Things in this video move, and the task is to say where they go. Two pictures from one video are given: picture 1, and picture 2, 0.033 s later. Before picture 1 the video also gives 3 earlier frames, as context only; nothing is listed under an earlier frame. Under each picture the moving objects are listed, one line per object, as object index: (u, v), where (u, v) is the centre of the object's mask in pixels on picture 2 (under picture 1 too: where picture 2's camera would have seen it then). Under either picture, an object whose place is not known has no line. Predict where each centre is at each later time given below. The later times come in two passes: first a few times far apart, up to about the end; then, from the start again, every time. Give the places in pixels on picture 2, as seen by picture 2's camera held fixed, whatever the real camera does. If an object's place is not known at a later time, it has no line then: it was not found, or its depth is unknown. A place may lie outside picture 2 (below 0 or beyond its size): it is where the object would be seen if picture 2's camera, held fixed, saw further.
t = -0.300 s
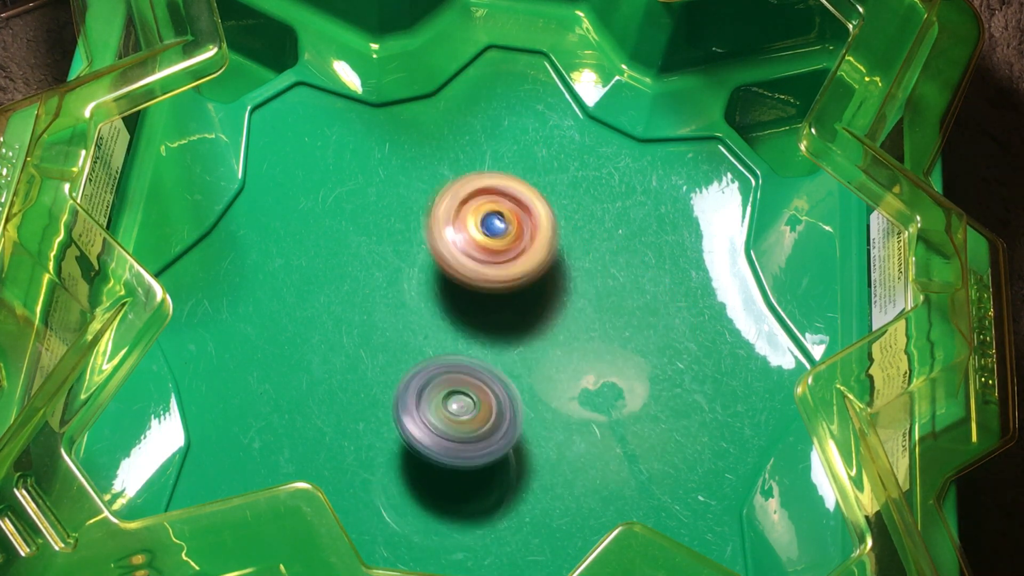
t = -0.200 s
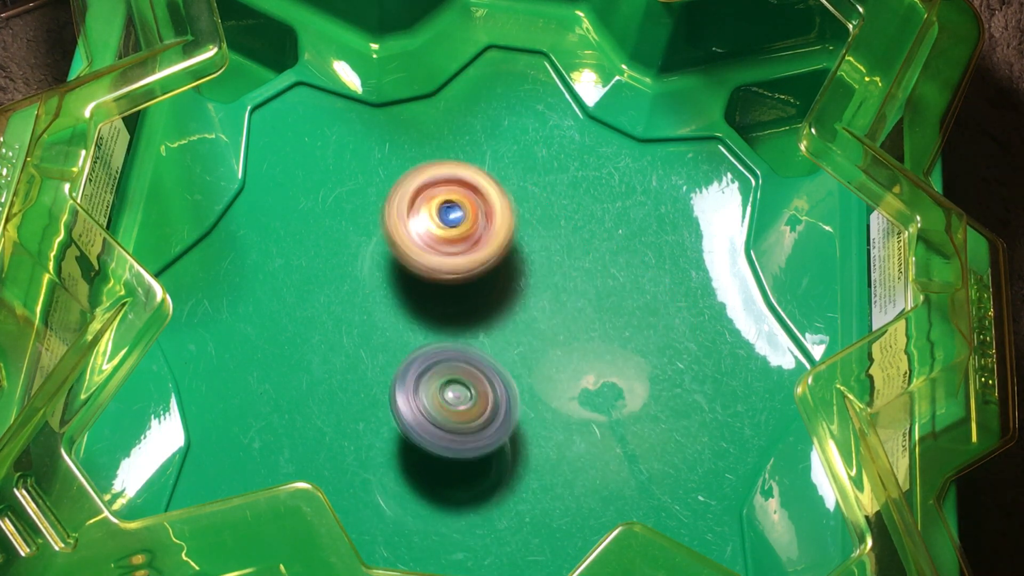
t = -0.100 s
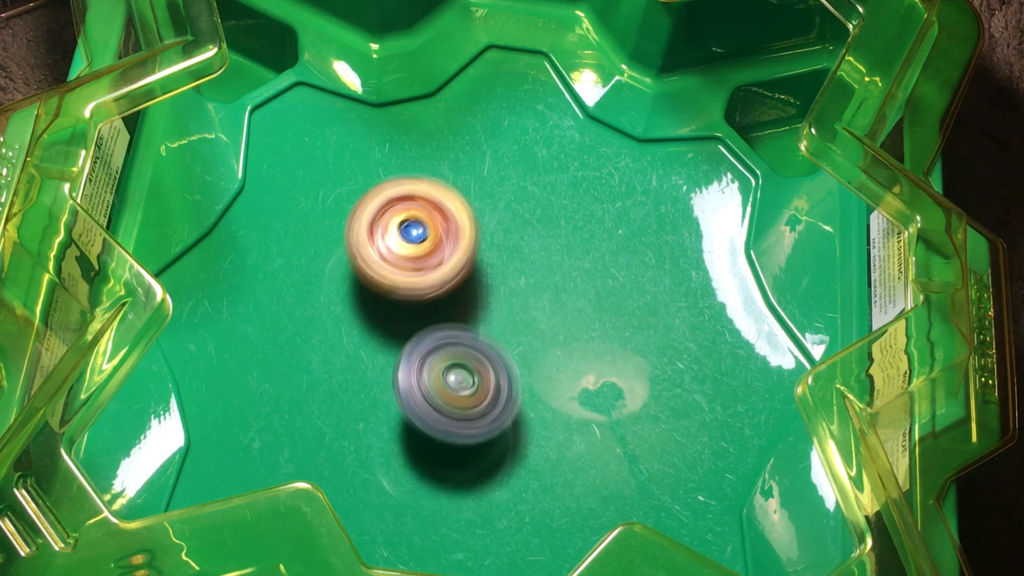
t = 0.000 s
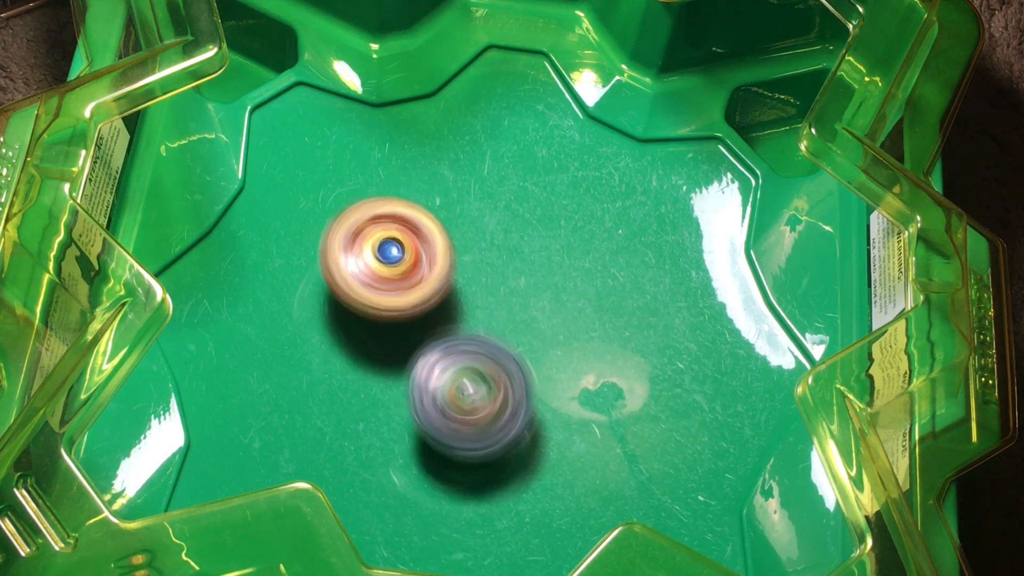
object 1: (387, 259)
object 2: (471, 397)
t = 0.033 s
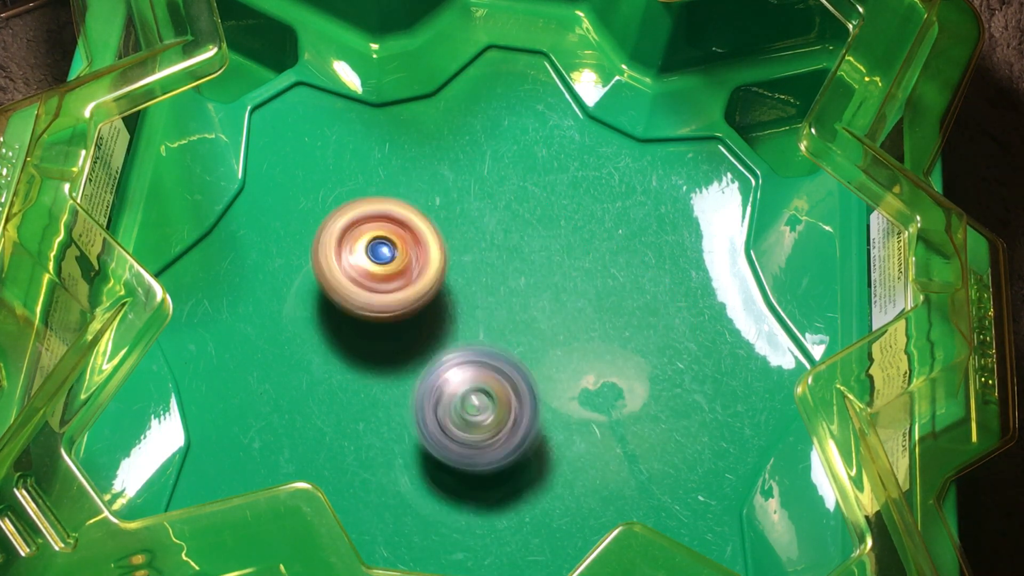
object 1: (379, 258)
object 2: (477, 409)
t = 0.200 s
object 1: (380, 284)
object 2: (501, 428)
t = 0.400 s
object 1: (433, 331)
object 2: (515, 439)
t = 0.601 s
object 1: (484, 320)
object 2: (521, 451)
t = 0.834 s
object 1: (521, 272)
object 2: (505, 443)
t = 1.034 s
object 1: (509, 237)
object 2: (509, 415)
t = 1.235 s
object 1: (467, 270)
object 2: (532, 382)
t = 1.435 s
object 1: (429, 319)
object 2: (561, 388)
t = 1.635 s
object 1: (430, 381)
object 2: (567, 393)
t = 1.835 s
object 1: (387, 394)
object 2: (575, 392)
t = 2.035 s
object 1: (402, 371)
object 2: (563, 365)
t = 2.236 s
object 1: (417, 304)
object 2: (597, 357)
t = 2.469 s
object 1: (412, 237)
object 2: (630, 384)
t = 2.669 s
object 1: (453, 237)
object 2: (550, 390)
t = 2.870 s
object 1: (517, 237)
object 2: (457, 423)
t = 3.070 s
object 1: (552, 266)
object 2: (459, 391)
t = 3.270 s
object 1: (608, 309)
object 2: (376, 403)
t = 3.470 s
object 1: (579, 339)
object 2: (360, 377)
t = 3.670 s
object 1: (535, 342)
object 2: (409, 336)
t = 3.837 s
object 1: (538, 357)
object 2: (407, 310)
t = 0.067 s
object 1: (374, 260)
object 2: (481, 419)
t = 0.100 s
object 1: (372, 265)
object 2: (485, 420)
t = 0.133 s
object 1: (372, 271)
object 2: (489, 422)
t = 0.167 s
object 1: (376, 278)
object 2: (496, 426)
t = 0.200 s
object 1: (380, 284)
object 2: (501, 428)
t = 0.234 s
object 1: (384, 292)
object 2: (504, 430)
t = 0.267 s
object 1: (391, 300)
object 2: (509, 433)
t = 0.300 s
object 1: (399, 308)
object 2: (510, 434)
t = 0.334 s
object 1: (410, 316)
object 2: (512, 436)
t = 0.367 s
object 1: (421, 325)
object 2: (514, 436)
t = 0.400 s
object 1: (433, 331)
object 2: (515, 439)
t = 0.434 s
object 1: (442, 327)
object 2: (521, 451)
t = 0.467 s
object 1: (451, 326)
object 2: (519, 452)
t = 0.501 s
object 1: (460, 325)
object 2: (520, 453)
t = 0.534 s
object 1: (468, 323)
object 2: (522, 452)
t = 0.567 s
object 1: (476, 322)
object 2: (519, 453)
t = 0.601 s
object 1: (484, 320)
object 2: (521, 451)
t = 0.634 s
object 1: (491, 318)
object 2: (519, 447)
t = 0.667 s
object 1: (498, 316)
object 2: (518, 446)
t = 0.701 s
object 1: (504, 314)
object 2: (517, 440)
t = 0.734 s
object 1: (509, 311)
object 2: (516, 438)
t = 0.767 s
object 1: (514, 298)
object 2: (513, 446)
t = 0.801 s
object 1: (518, 284)
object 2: (506, 448)
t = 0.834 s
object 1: (521, 272)
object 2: (505, 443)
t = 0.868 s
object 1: (522, 263)
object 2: (505, 438)
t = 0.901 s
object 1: (522, 254)
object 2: (505, 436)
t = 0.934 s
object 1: (521, 248)
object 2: (506, 430)
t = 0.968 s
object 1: (517, 244)
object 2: (506, 426)
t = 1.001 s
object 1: (512, 239)
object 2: (509, 419)
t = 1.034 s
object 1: (509, 237)
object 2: (509, 415)
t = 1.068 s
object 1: (503, 238)
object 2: (513, 409)
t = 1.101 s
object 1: (496, 241)
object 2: (515, 402)
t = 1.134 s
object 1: (489, 245)
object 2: (518, 399)
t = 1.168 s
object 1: (481, 253)
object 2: (522, 391)
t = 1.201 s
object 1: (474, 260)
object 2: (526, 388)
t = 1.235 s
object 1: (467, 270)
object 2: (532, 382)
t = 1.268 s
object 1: (461, 277)
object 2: (536, 383)
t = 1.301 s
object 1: (454, 283)
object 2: (544, 385)
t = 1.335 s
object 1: (447, 290)
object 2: (548, 386)
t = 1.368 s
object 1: (439, 298)
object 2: (554, 387)
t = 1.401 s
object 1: (433, 307)
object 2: (557, 386)
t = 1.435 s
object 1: (429, 319)
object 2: (561, 388)
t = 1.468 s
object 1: (425, 329)
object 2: (565, 387)
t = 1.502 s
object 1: (424, 341)
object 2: (567, 391)
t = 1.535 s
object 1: (425, 353)
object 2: (567, 390)
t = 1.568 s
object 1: (426, 364)
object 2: (566, 392)
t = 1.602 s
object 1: (430, 375)
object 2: (566, 391)
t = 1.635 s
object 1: (430, 381)
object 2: (567, 393)
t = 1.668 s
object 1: (420, 384)
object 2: (580, 398)
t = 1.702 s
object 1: (410, 387)
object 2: (585, 401)
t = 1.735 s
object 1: (401, 390)
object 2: (585, 403)
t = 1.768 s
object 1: (396, 392)
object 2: (579, 401)
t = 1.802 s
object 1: (392, 393)
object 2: (578, 395)
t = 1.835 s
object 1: (387, 394)
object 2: (575, 392)
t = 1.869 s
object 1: (386, 392)
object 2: (575, 389)
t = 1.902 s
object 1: (386, 389)
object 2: (571, 385)
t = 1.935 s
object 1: (388, 386)
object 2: (571, 380)
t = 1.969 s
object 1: (392, 383)
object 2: (567, 376)
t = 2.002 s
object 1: (397, 379)
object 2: (567, 371)
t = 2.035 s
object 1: (402, 371)
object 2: (563, 365)
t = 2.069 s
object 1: (407, 363)
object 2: (564, 360)
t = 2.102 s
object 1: (414, 356)
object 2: (562, 353)
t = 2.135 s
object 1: (421, 348)
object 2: (563, 348)
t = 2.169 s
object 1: (427, 339)
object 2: (562, 342)
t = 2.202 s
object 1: (425, 322)
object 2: (577, 349)
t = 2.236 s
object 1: (417, 304)
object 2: (597, 357)
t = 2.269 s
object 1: (412, 289)
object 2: (619, 367)
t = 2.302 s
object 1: (408, 277)
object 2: (630, 371)
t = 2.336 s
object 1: (407, 267)
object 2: (638, 376)
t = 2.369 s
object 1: (406, 258)
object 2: (639, 380)
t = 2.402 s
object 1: (407, 250)
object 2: (638, 382)
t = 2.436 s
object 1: (408, 243)
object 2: (634, 382)
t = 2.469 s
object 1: (412, 237)
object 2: (630, 384)
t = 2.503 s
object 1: (416, 232)
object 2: (619, 387)
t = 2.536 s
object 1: (421, 229)
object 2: (610, 390)
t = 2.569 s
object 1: (429, 228)
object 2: (597, 393)
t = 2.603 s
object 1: (435, 230)
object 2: (583, 392)
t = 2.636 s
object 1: (444, 233)
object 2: (567, 392)
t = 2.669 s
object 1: (453, 237)
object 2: (550, 390)
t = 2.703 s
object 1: (463, 243)
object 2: (533, 383)
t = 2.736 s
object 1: (473, 250)
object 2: (520, 376)
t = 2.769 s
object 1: (485, 249)
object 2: (504, 381)
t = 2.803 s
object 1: (499, 242)
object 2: (487, 399)
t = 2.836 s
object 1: (510, 239)
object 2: (473, 413)
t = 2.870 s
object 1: (517, 237)
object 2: (457, 423)
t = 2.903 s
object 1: (526, 237)
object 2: (443, 419)
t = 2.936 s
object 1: (532, 239)
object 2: (438, 414)
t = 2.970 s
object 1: (540, 243)
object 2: (435, 407)
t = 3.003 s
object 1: (545, 249)
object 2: (439, 399)
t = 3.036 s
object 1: (549, 256)
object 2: (449, 394)
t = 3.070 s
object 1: (552, 266)
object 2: (459, 391)
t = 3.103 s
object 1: (554, 276)
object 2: (467, 391)
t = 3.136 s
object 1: (554, 288)
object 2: (470, 390)
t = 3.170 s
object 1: (568, 295)
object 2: (451, 395)
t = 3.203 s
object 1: (583, 300)
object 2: (419, 400)
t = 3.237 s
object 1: (597, 301)
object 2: (393, 400)
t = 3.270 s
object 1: (608, 309)
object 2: (376, 403)
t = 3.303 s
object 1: (610, 320)
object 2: (363, 401)
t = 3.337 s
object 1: (607, 325)
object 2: (354, 400)
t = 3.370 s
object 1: (603, 333)
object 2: (350, 396)
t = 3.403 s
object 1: (597, 336)
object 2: (350, 390)
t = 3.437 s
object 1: (589, 338)
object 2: (353, 384)
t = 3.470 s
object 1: (579, 339)
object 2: (360, 377)
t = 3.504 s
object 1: (571, 340)
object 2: (366, 373)
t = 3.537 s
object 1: (562, 340)
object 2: (374, 368)
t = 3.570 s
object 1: (551, 337)
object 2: (385, 363)
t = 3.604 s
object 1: (545, 338)
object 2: (394, 356)
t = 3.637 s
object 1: (536, 338)
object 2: (409, 348)
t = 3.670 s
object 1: (535, 342)
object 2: (409, 336)
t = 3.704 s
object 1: (542, 348)
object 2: (401, 323)
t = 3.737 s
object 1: (542, 351)
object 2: (394, 314)
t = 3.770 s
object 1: (543, 354)
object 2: (394, 306)
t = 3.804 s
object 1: (541, 353)
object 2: (399, 307)
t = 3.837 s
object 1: (538, 357)
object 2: (407, 310)
